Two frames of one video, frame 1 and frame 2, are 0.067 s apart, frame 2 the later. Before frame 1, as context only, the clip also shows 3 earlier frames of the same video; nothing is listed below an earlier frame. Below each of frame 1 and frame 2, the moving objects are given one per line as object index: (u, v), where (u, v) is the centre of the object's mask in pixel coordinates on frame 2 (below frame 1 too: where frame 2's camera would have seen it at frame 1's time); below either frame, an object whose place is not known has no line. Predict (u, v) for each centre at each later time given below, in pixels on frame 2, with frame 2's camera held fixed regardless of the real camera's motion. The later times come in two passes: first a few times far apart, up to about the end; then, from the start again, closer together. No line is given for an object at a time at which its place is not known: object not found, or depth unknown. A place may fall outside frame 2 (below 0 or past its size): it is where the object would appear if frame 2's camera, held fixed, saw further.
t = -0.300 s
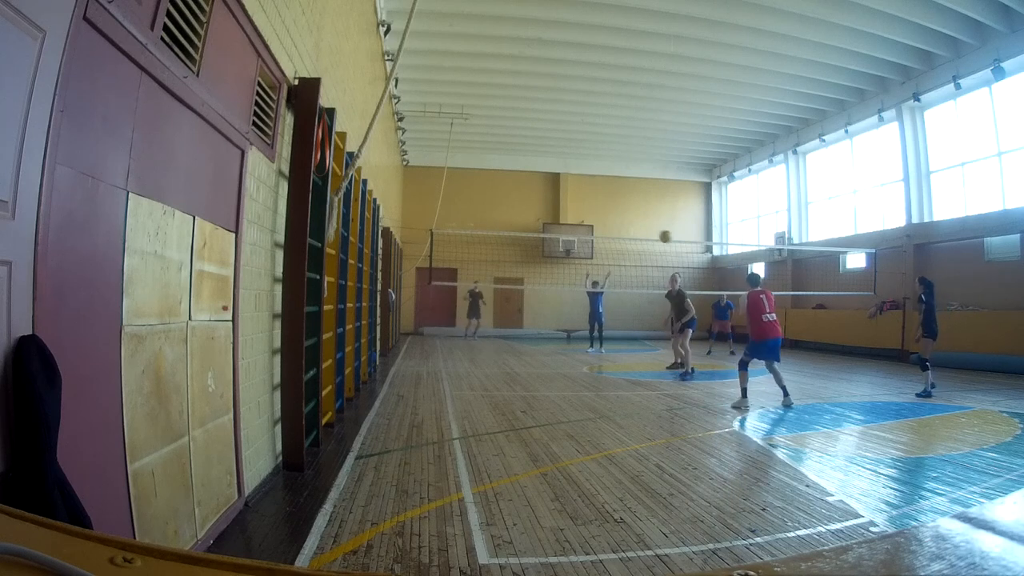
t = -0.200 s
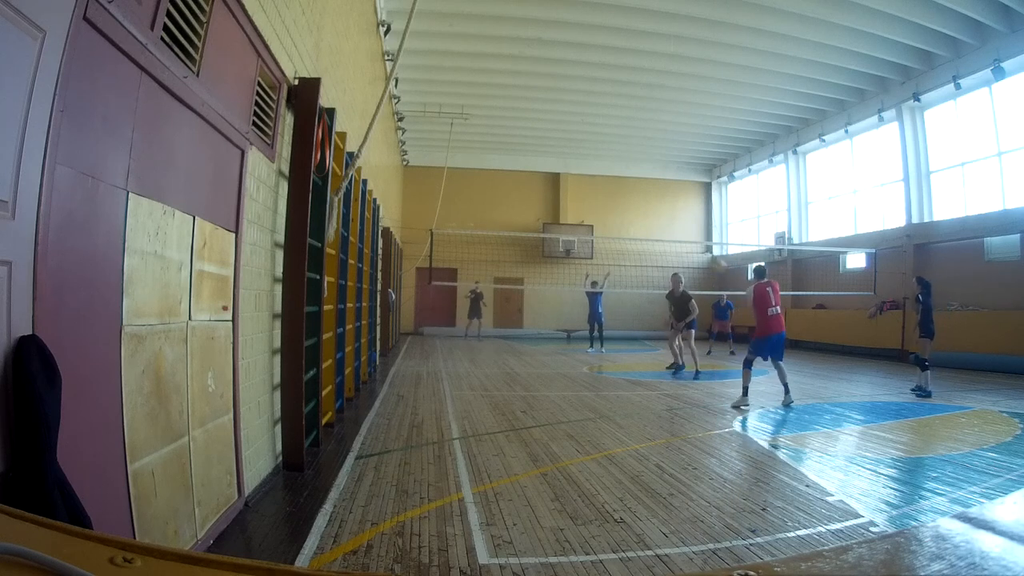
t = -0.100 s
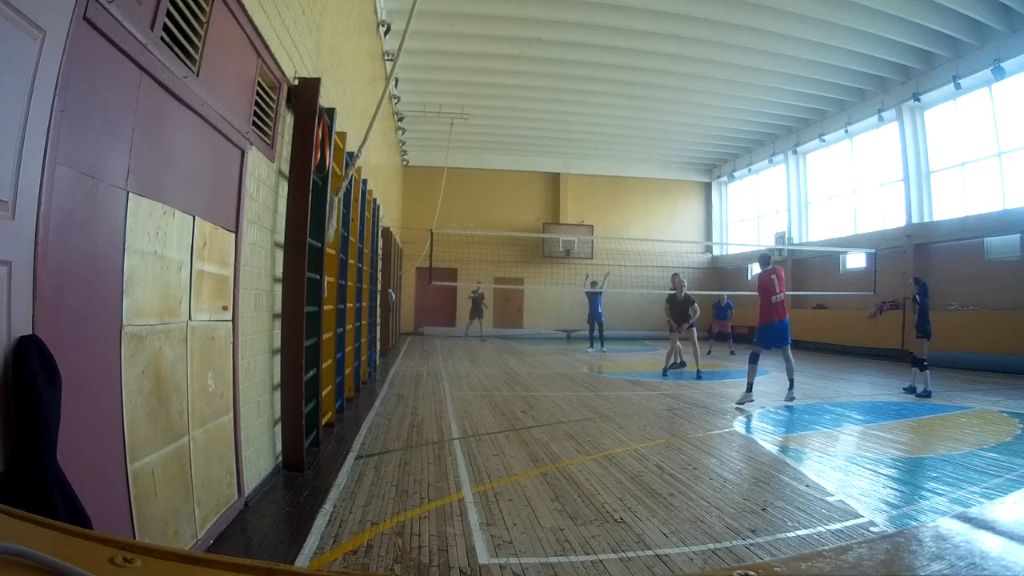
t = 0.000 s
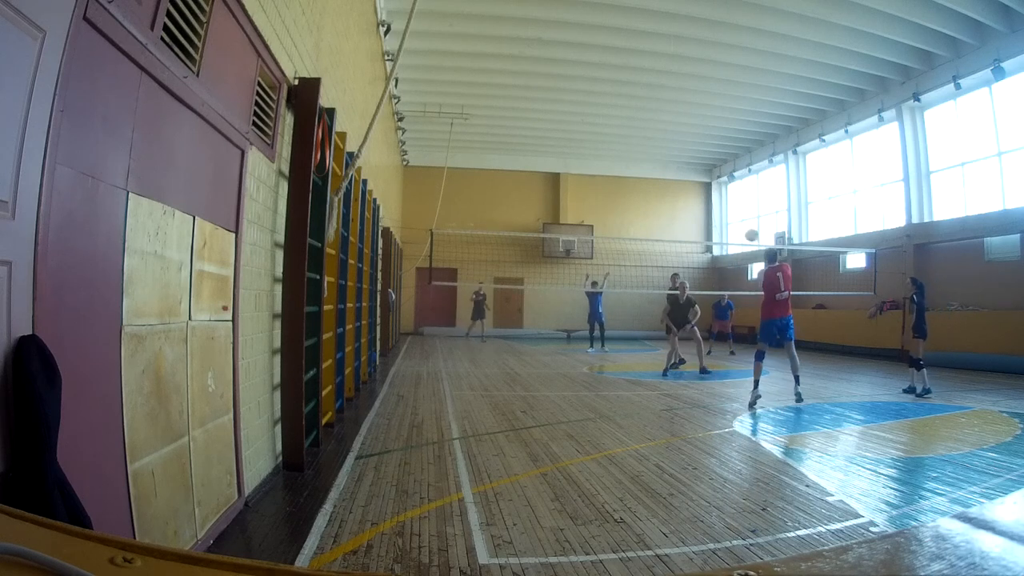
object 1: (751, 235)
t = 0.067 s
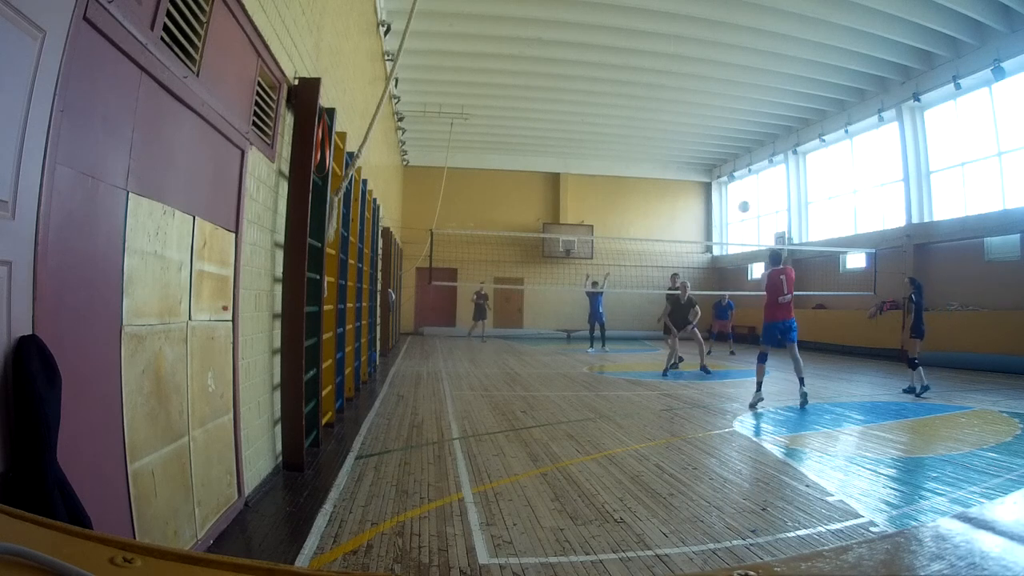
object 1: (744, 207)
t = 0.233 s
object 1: (725, 154)
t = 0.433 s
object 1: (705, 120)
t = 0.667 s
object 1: (686, 113)
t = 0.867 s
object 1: (672, 132)
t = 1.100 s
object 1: (658, 180)
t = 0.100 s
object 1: (740, 194)
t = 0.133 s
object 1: (734, 180)
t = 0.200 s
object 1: (730, 163)
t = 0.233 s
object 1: (725, 154)
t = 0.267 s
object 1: (722, 146)
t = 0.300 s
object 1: (718, 139)
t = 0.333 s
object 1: (714, 133)
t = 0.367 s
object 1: (711, 128)
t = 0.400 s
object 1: (708, 123)
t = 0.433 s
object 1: (705, 120)
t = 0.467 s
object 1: (702, 117)
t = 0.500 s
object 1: (699, 114)
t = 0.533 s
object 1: (696, 112)
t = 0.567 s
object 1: (694, 112)
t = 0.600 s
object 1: (691, 112)
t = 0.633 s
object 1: (689, 112)
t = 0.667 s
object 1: (686, 113)
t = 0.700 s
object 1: (684, 115)
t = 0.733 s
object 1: (681, 117)
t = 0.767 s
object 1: (679, 120)
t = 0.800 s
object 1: (677, 123)
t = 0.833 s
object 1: (674, 127)
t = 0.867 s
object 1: (672, 132)
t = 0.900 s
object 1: (670, 137)
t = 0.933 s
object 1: (668, 143)
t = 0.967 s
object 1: (666, 149)
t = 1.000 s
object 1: (664, 156)
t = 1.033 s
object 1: (662, 163)
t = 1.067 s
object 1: (660, 171)
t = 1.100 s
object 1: (658, 180)
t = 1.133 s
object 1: (656, 189)
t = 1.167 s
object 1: (654, 198)
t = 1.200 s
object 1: (652, 209)
